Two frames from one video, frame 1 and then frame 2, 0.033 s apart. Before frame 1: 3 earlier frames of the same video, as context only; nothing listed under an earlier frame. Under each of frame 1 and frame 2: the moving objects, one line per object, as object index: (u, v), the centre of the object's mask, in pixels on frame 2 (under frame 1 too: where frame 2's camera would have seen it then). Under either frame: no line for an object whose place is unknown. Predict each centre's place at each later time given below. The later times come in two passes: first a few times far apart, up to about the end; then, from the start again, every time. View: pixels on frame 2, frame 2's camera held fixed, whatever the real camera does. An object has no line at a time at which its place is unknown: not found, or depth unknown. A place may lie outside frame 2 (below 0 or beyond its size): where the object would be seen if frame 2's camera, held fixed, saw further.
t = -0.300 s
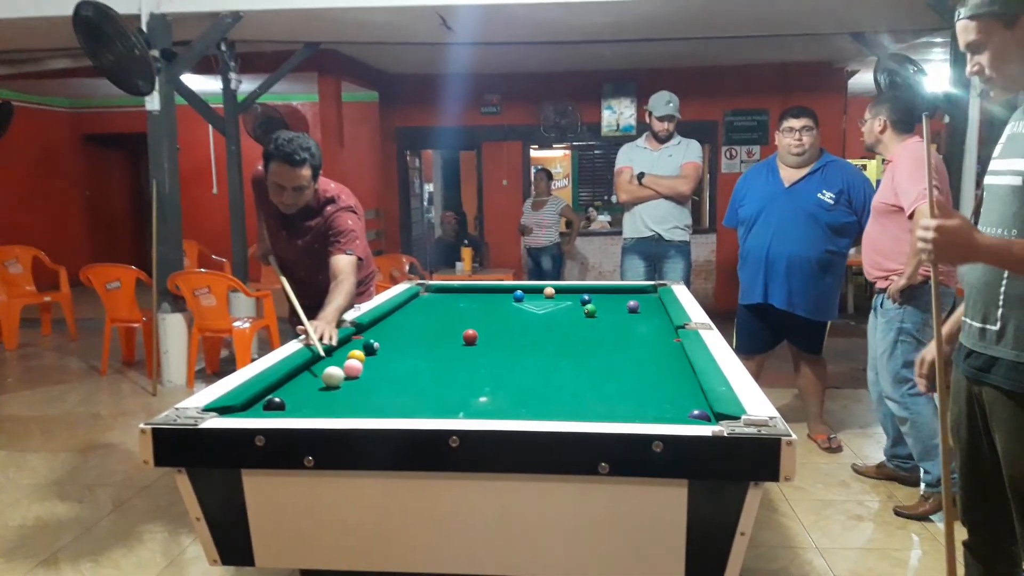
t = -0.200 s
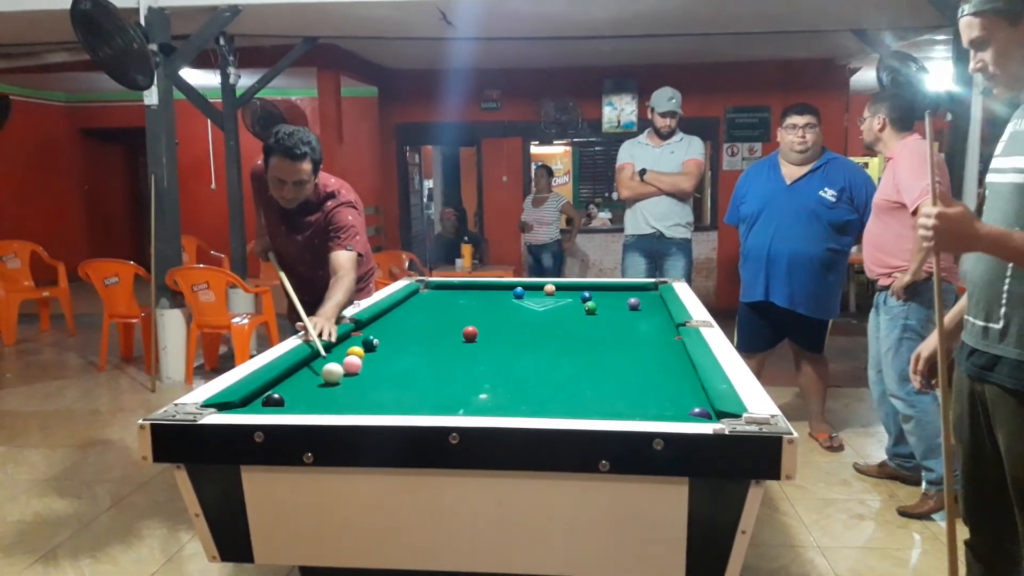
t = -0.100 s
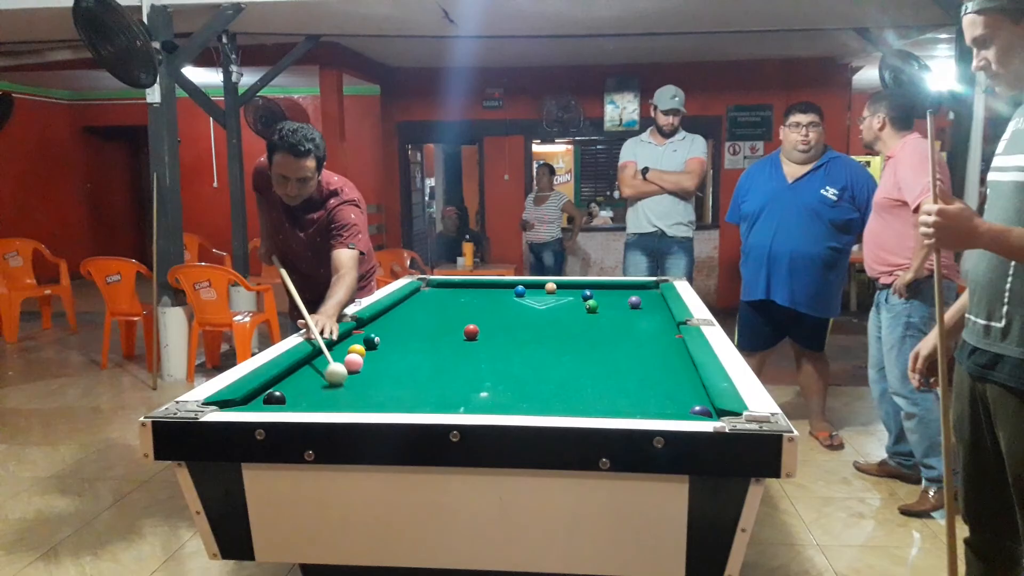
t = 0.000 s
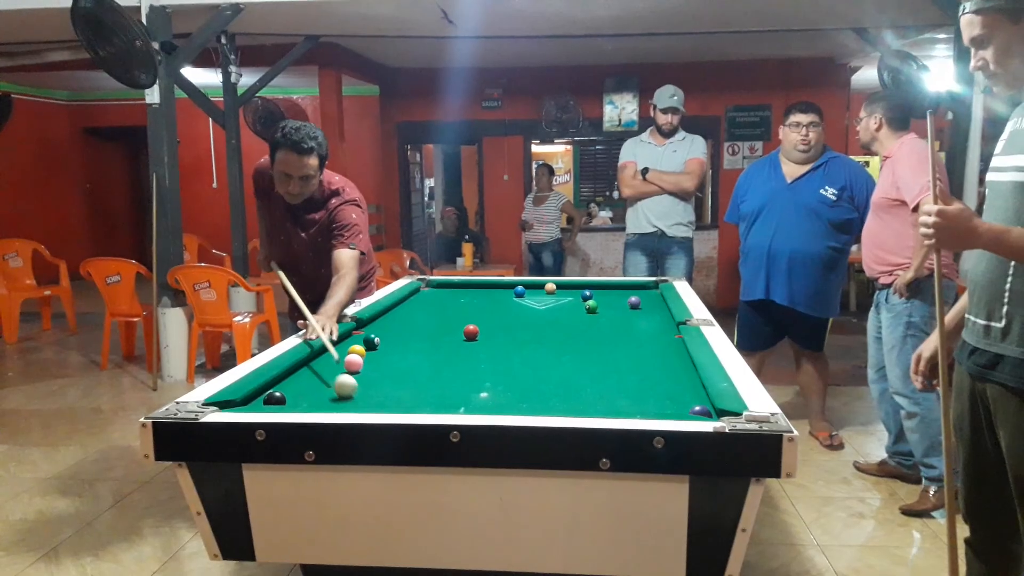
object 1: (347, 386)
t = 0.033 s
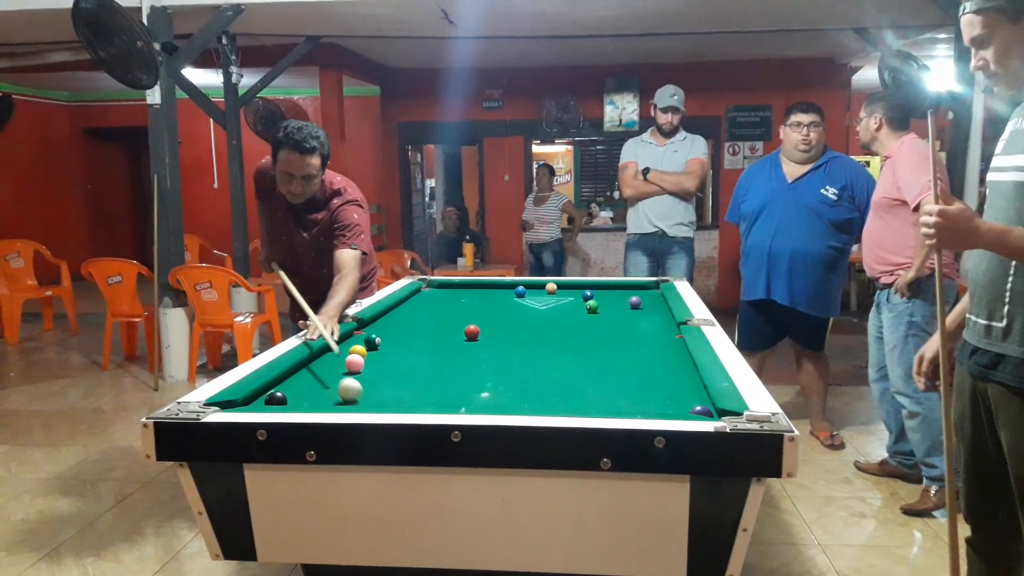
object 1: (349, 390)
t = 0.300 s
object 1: (393, 395)
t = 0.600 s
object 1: (453, 376)
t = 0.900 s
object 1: (502, 359)
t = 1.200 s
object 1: (542, 346)
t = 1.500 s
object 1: (575, 334)
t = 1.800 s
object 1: (604, 325)
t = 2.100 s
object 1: (628, 317)
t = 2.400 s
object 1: (649, 310)
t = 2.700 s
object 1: (658, 305)
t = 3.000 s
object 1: (648, 301)
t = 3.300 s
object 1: (646, 298)
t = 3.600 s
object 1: (644, 296)
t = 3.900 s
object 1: (641, 295)
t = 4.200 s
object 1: (638, 293)
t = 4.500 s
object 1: (637, 293)
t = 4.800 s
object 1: (636, 292)
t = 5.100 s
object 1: (635, 292)
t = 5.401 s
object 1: (635, 292)
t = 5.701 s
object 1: (635, 291)
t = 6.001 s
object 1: (636, 291)
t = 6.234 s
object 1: (636, 292)
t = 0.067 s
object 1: (353, 393)
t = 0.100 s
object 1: (356, 396)
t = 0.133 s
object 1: (359, 397)
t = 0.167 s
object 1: (363, 400)
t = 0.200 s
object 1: (370, 400)
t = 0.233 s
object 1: (378, 399)
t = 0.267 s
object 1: (386, 397)
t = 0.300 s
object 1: (393, 395)
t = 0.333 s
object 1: (401, 394)
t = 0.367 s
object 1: (408, 391)
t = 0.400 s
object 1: (416, 389)
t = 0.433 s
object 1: (422, 386)
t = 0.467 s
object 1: (429, 384)
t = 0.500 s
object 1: (435, 382)
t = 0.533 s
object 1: (442, 380)
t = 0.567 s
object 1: (448, 378)
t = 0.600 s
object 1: (453, 376)
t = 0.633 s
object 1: (459, 374)
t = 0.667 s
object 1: (465, 372)
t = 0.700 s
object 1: (471, 370)
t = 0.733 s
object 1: (476, 368)
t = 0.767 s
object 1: (482, 366)
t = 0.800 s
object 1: (487, 364)
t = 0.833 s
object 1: (492, 363)
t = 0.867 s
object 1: (497, 361)
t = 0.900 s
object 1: (502, 359)
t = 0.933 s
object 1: (507, 357)
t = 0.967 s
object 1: (512, 356)
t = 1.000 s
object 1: (516, 354)
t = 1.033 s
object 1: (521, 353)
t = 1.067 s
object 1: (525, 351)
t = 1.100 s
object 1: (529, 350)
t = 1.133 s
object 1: (534, 348)
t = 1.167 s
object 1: (538, 347)
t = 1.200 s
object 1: (542, 346)
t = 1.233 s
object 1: (546, 344)
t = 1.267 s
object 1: (550, 343)
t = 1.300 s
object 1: (553, 341)
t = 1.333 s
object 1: (557, 340)
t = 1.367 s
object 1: (561, 339)
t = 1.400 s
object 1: (565, 338)
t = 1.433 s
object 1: (568, 337)
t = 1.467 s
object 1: (572, 335)
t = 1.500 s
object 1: (575, 334)
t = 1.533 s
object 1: (578, 333)
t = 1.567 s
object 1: (582, 332)
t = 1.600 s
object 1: (585, 331)
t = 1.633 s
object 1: (588, 330)
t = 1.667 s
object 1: (591, 329)
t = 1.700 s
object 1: (594, 328)
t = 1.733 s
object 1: (597, 327)
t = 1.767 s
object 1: (600, 326)
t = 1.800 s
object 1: (604, 325)
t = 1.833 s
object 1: (606, 324)
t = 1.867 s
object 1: (609, 323)
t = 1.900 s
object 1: (612, 323)
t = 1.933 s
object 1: (615, 322)
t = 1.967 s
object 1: (617, 321)
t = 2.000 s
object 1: (620, 320)
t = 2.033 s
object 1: (623, 319)
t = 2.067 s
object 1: (625, 318)
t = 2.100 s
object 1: (628, 317)
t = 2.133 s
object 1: (630, 316)
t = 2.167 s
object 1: (633, 316)
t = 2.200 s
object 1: (635, 315)
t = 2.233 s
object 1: (638, 314)
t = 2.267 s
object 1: (640, 313)
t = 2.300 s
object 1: (642, 312)
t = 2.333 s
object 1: (645, 312)
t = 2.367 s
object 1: (647, 311)
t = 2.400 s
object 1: (649, 310)
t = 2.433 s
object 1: (651, 310)
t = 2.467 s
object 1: (653, 309)
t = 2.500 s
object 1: (655, 308)
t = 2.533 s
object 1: (657, 308)
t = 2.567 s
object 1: (659, 307)
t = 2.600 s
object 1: (661, 306)
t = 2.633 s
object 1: (661, 306)
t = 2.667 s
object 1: (659, 305)
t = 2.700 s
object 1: (658, 305)
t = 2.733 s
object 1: (656, 304)
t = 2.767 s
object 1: (655, 304)
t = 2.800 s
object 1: (653, 303)
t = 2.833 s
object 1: (652, 303)
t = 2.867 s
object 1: (650, 303)
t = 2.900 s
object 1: (649, 302)
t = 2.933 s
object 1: (649, 302)
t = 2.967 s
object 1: (648, 302)
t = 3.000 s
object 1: (648, 301)
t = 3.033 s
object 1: (648, 301)
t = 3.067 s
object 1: (648, 300)
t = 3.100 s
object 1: (647, 300)
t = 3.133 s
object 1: (647, 300)
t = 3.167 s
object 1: (647, 299)
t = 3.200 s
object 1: (647, 299)
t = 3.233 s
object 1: (646, 299)
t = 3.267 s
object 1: (646, 299)
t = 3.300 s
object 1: (646, 298)
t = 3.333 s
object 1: (645, 298)
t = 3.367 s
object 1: (645, 298)
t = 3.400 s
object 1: (645, 298)
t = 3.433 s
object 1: (645, 298)
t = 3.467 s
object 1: (645, 297)
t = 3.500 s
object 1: (644, 297)
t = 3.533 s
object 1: (644, 297)
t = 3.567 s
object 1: (644, 297)
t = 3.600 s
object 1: (644, 296)
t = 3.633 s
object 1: (643, 296)
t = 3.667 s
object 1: (643, 296)
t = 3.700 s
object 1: (643, 296)
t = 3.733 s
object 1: (643, 296)
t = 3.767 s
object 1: (642, 296)
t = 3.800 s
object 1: (642, 295)
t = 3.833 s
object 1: (642, 295)
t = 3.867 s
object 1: (641, 295)
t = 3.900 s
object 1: (641, 295)
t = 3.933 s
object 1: (641, 294)
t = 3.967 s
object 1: (641, 294)
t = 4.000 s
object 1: (640, 294)
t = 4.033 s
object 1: (640, 294)
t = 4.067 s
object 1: (640, 294)
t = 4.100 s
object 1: (640, 294)
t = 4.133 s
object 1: (639, 294)
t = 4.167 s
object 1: (639, 294)
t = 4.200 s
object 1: (638, 293)
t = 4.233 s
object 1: (638, 293)
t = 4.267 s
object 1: (638, 293)
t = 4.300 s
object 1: (638, 293)
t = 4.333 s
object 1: (638, 293)
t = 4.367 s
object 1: (637, 293)
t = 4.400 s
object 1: (637, 293)
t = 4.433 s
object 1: (637, 293)
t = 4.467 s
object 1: (637, 293)
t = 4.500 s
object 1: (637, 293)
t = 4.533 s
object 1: (637, 292)
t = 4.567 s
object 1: (637, 292)
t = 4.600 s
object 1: (637, 292)
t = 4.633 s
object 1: (636, 292)
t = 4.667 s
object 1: (636, 292)
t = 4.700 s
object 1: (636, 292)
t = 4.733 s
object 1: (636, 292)
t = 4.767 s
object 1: (636, 292)
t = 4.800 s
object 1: (636, 292)
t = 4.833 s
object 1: (635, 292)
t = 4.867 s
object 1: (635, 292)
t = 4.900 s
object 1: (635, 292)
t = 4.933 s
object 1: (635, 292)
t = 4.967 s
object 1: (635, 292)
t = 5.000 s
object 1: (635, 292)
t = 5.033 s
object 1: (635, 292)
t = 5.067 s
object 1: (635, 292)
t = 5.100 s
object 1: (635, 292)
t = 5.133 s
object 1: (635, 292)
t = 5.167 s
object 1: (635, 292)
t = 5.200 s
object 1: (635, 292)
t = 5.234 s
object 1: (635, 292)
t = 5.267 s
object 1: (635, 291)
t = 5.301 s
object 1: (635, 292)
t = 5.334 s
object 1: (635, 291)
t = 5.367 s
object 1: (635, 292)
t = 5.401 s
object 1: (635, 292)
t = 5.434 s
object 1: (635, 291)
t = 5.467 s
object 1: (635, 291)
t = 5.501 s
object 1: (635, 291)
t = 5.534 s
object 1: (635, 291)
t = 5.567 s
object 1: (635, 292)
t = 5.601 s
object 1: (635, 291)
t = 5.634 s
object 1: (635, 291)
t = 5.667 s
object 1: (635, 291)
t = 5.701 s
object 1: (635, 291)
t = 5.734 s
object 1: (635, 291)
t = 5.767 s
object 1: (635, 291)
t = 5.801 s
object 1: (635, 292)
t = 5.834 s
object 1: (635, 291)
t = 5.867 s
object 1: (635, 291)
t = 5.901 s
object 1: (636, 291)
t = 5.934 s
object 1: (636, 291)
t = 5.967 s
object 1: (635, 291)
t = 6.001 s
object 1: (636, 291)
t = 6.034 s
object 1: (636, 292)
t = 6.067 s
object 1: (636, 292)
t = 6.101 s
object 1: (636, 291)
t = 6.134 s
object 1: (636, 292)
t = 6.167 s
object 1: (636, 292)
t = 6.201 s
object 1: (636, 292)
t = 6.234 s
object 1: (636, 292)
